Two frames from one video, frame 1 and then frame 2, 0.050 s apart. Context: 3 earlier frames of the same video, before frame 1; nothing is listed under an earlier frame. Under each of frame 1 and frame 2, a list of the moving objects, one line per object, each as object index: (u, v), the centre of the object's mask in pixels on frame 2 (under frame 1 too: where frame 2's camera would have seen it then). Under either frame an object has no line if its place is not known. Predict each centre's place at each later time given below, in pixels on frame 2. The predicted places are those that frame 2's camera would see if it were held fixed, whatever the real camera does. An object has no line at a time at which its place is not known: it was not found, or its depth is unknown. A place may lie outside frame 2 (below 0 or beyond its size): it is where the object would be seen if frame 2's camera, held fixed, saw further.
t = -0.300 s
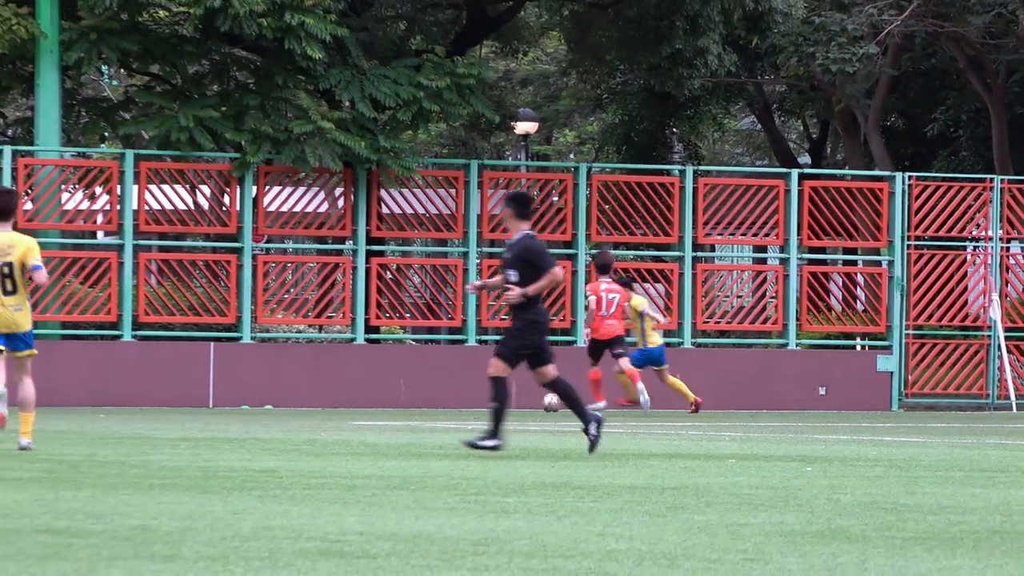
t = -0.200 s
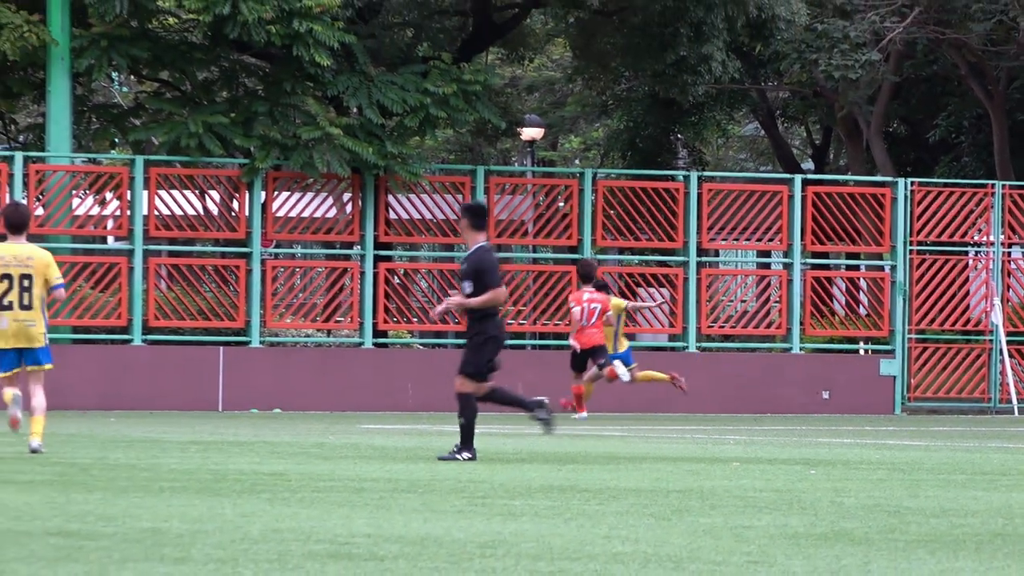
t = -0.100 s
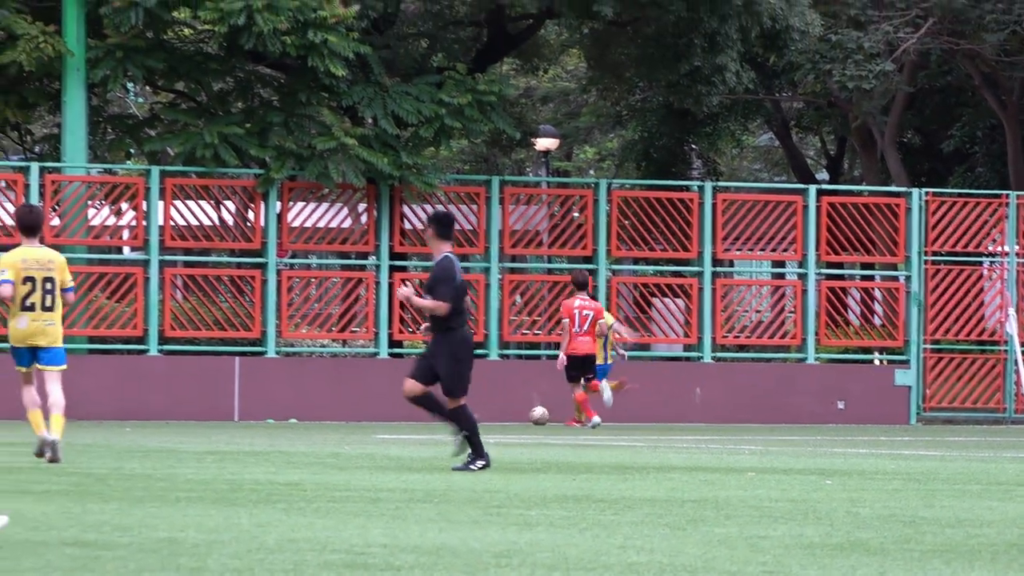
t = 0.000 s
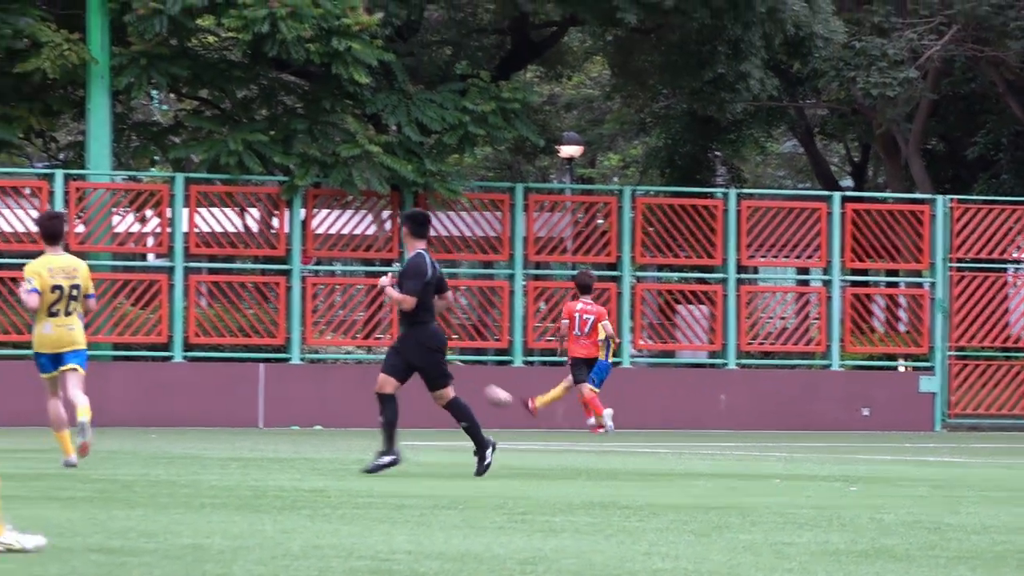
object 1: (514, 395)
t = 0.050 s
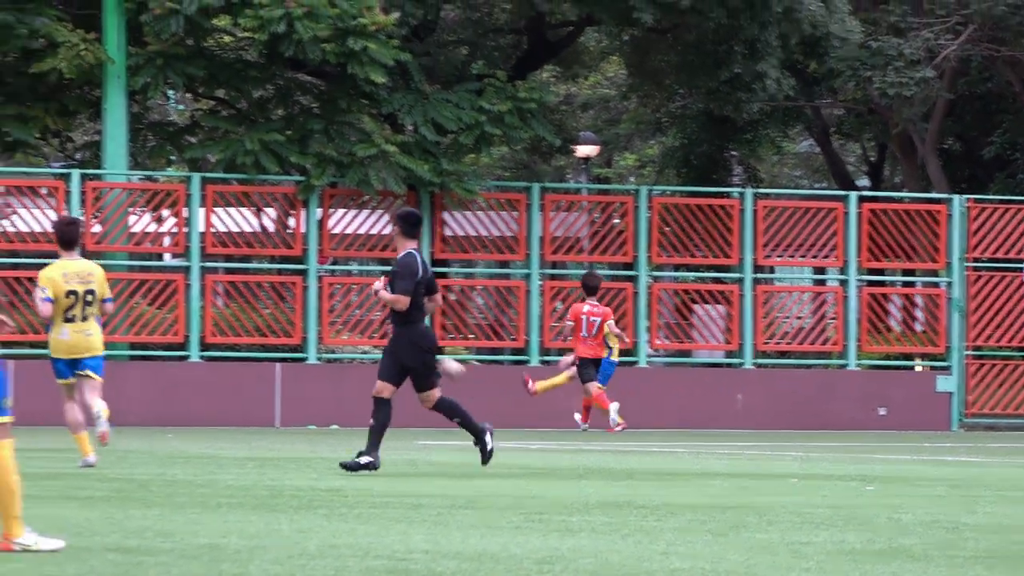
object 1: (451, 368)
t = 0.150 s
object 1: (323, 312)
